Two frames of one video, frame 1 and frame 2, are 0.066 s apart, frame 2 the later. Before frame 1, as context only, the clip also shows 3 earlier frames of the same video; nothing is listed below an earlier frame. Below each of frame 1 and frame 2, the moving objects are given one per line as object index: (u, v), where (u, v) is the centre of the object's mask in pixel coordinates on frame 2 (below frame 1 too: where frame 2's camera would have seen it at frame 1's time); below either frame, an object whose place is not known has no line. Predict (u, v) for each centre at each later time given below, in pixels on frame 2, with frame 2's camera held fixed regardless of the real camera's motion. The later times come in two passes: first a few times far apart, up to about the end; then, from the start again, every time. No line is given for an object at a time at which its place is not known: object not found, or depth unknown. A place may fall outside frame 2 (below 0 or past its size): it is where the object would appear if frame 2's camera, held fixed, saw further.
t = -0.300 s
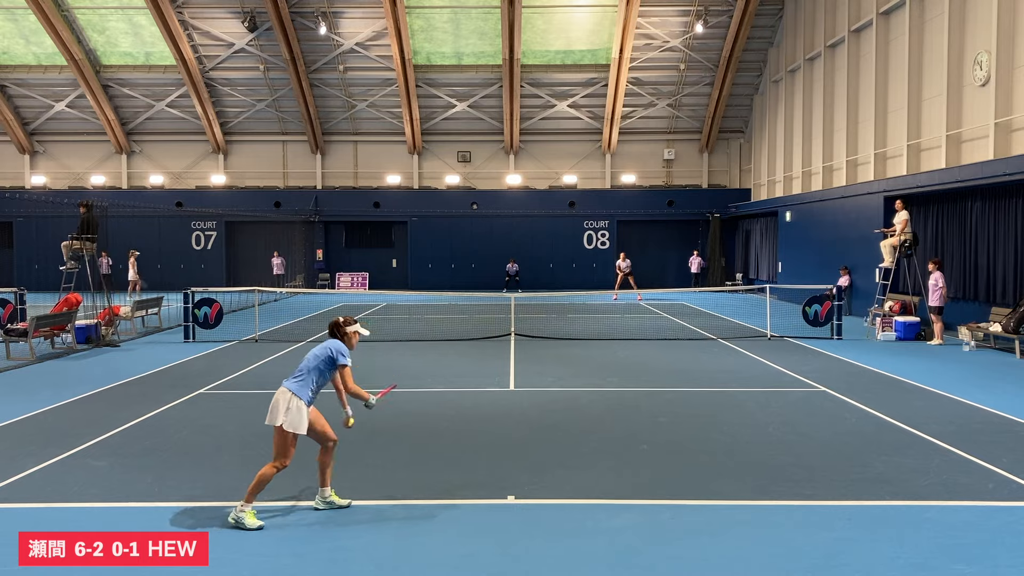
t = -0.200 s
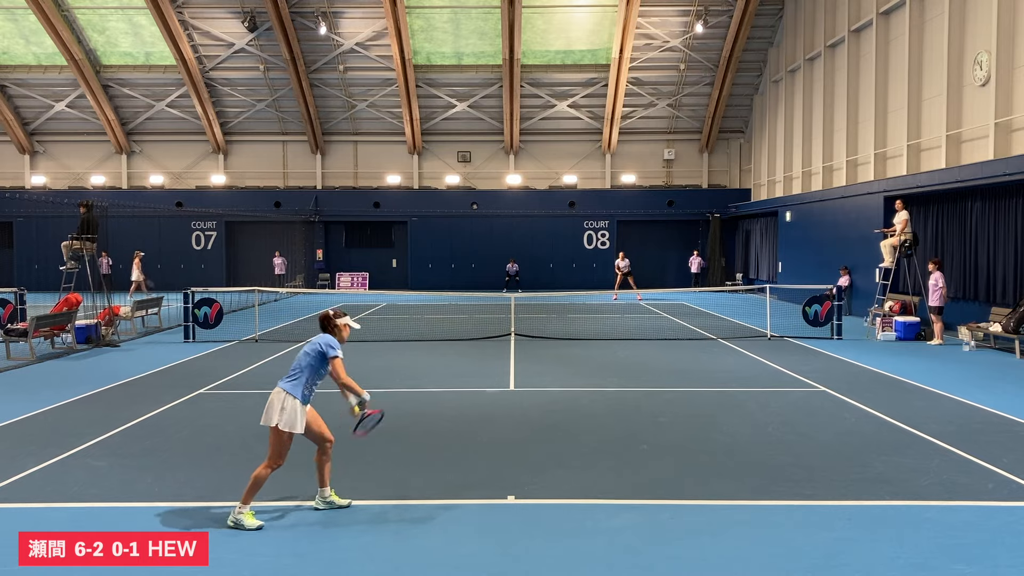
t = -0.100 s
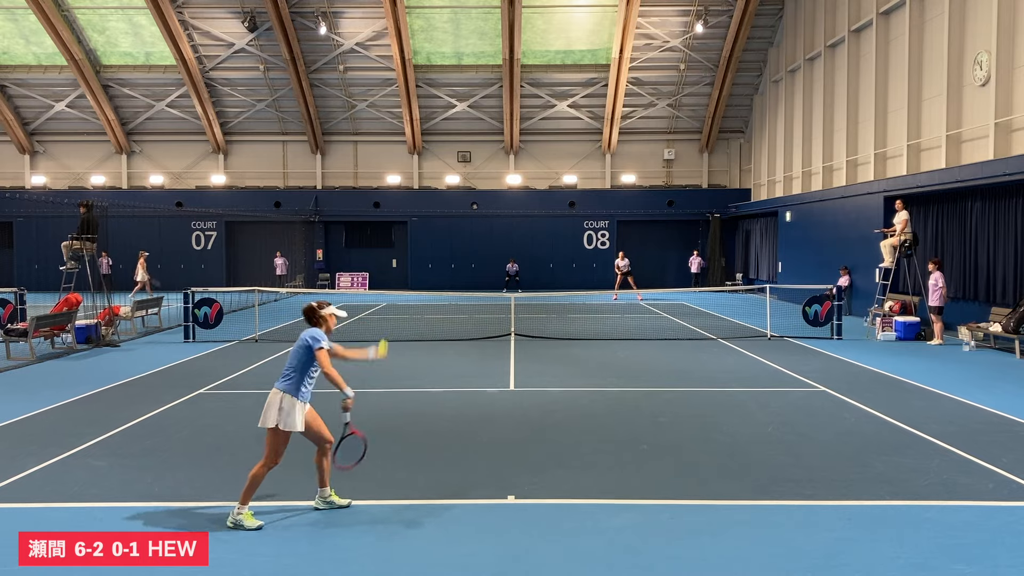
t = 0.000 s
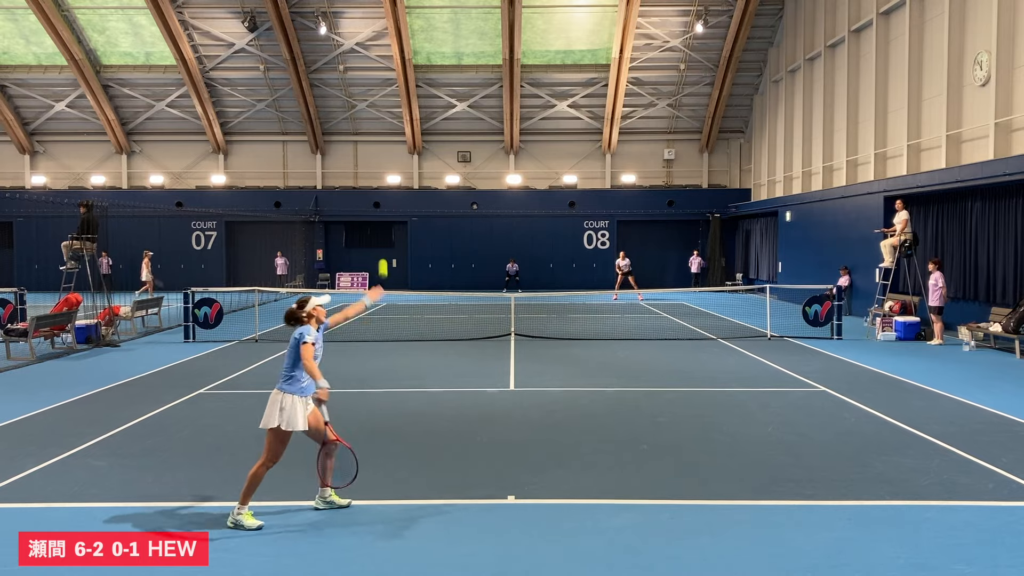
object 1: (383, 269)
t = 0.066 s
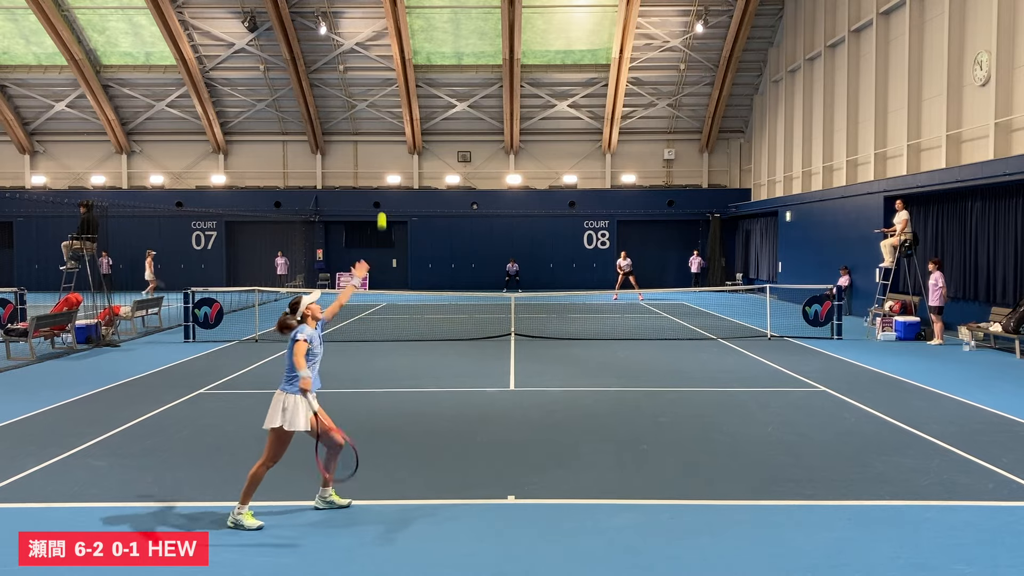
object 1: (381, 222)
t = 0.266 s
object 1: (379, 112)
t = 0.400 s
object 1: (377, 69)
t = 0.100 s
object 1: (381, 200)
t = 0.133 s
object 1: (381, 179)
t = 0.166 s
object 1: (380, 160)
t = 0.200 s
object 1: (380, 143)
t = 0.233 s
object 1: (379, 127)
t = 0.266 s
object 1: (379, 112)
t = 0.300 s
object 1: (378, 99)
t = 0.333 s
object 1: (378, 87)
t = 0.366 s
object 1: (378, 78)
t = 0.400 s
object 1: (377, 69)
